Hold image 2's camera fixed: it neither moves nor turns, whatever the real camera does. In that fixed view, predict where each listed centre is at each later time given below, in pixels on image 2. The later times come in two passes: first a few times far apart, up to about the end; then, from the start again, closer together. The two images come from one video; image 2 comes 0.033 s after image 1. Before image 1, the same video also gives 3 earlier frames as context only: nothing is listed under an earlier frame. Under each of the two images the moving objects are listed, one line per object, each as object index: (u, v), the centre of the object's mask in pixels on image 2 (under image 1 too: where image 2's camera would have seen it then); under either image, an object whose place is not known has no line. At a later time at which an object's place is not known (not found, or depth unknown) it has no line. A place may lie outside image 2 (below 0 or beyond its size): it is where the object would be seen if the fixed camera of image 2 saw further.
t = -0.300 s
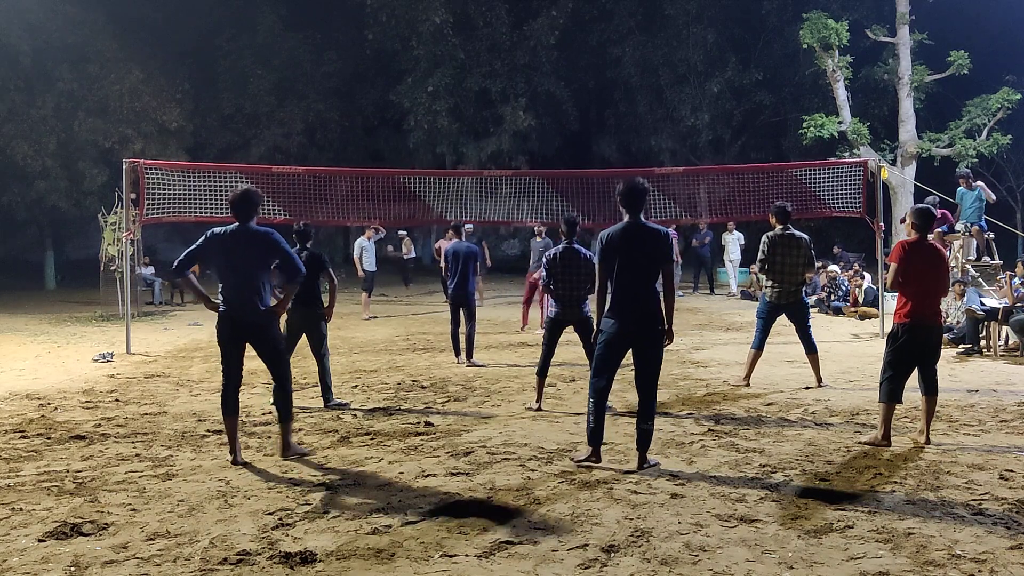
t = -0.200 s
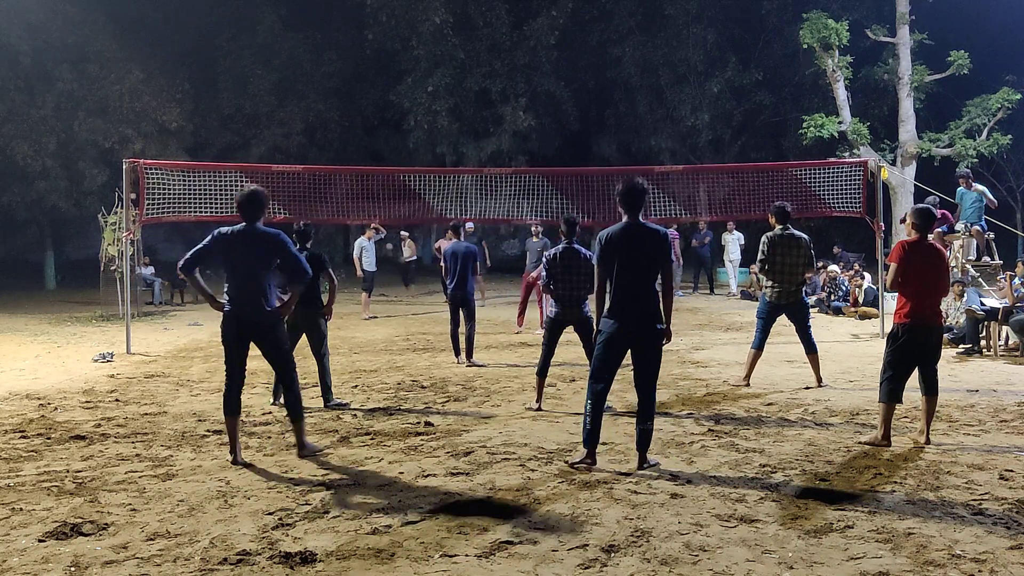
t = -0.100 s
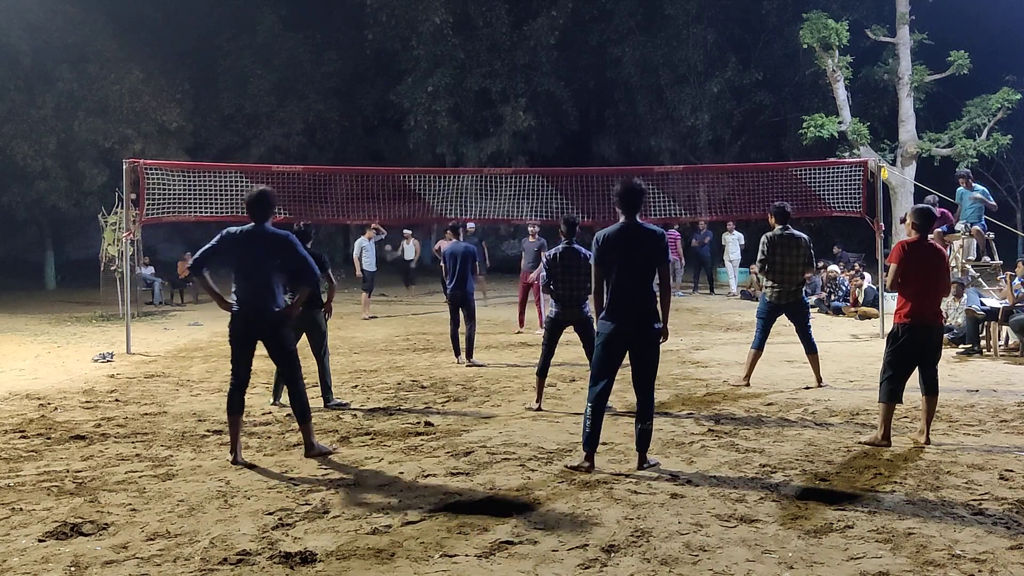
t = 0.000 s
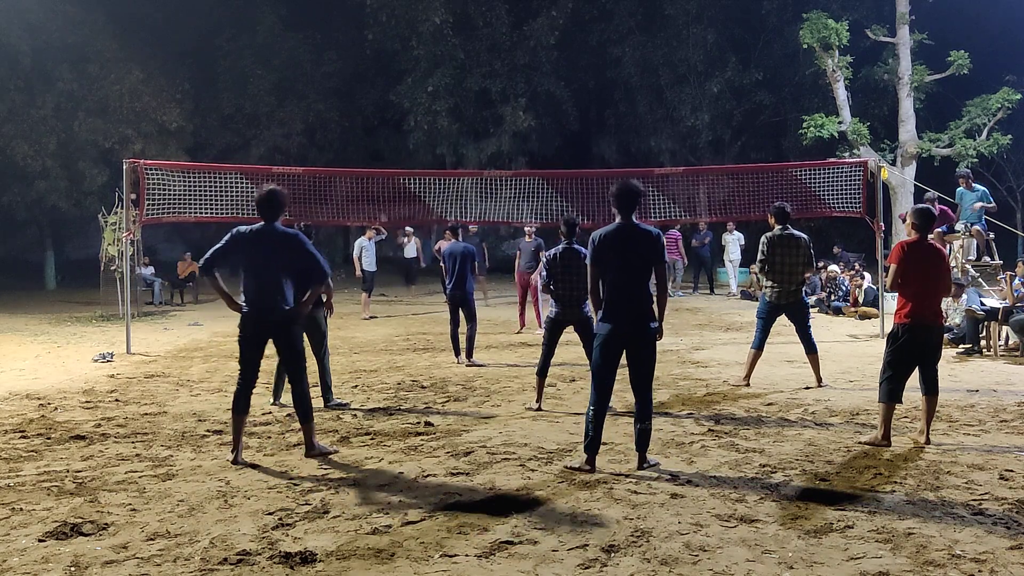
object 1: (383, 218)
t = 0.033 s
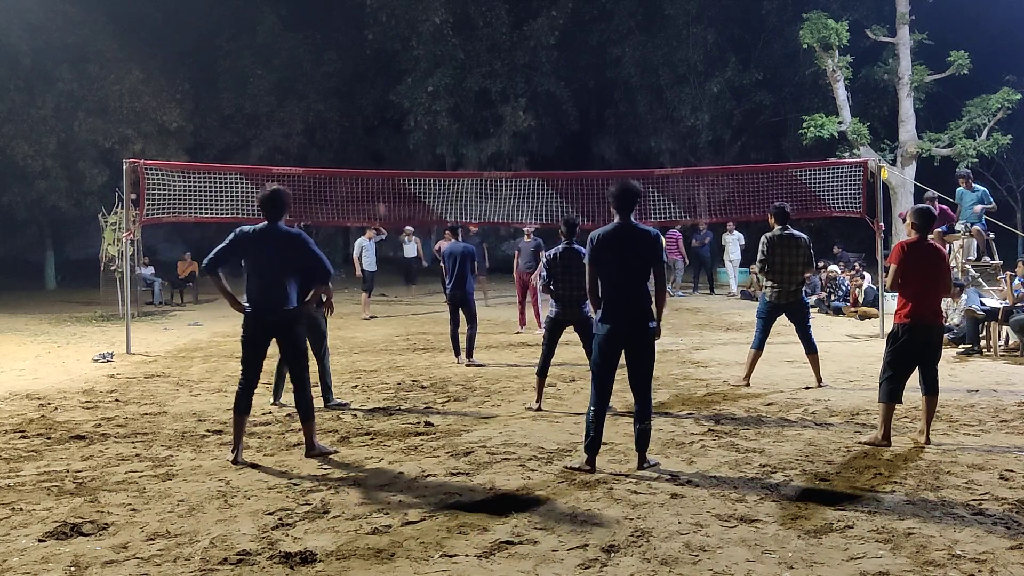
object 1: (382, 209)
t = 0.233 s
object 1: (368, 145)
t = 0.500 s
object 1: (343, 73)
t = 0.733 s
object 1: (314, 31)
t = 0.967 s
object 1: (277, 17)
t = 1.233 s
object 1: (218, 63)
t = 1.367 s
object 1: (179, 124)
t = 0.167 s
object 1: (373, 164)
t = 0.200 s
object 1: (371, 155)
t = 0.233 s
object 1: (368, 145)
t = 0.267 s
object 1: (365, 135)
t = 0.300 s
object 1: (362, 125)
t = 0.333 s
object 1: (360, 116)
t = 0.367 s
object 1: (356, 106)
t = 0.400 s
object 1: (353, 97)
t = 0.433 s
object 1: (350, 89)
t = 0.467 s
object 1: (347, 81)
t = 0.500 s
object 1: (343, 73)
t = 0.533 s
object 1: (340, 65)
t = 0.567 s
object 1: (336, 58)
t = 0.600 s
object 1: (332, 51)
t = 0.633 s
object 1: (327, 44)
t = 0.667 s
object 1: (324, 40)
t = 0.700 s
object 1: (319, 35)
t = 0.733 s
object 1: (314, 31)
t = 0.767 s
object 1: (310, 27)
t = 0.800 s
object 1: (305, 23)
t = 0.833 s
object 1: (300, 21)
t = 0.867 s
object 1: (295, 19)
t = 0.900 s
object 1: (289, 17)
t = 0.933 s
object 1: (283, 17)
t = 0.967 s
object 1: (277, 17)
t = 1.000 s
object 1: (271, 19)
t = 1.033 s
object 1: (264, 22)
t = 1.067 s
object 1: (257, 25)
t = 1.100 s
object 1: (250, 31)
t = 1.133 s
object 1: (242, 37)
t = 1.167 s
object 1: (234, 44)
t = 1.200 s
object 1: (227, 53)
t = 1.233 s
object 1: (218, 63)
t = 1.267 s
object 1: (209, 76)
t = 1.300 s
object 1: (200, 90)
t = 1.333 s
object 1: (189, 106)
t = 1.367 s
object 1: (179, 124)
